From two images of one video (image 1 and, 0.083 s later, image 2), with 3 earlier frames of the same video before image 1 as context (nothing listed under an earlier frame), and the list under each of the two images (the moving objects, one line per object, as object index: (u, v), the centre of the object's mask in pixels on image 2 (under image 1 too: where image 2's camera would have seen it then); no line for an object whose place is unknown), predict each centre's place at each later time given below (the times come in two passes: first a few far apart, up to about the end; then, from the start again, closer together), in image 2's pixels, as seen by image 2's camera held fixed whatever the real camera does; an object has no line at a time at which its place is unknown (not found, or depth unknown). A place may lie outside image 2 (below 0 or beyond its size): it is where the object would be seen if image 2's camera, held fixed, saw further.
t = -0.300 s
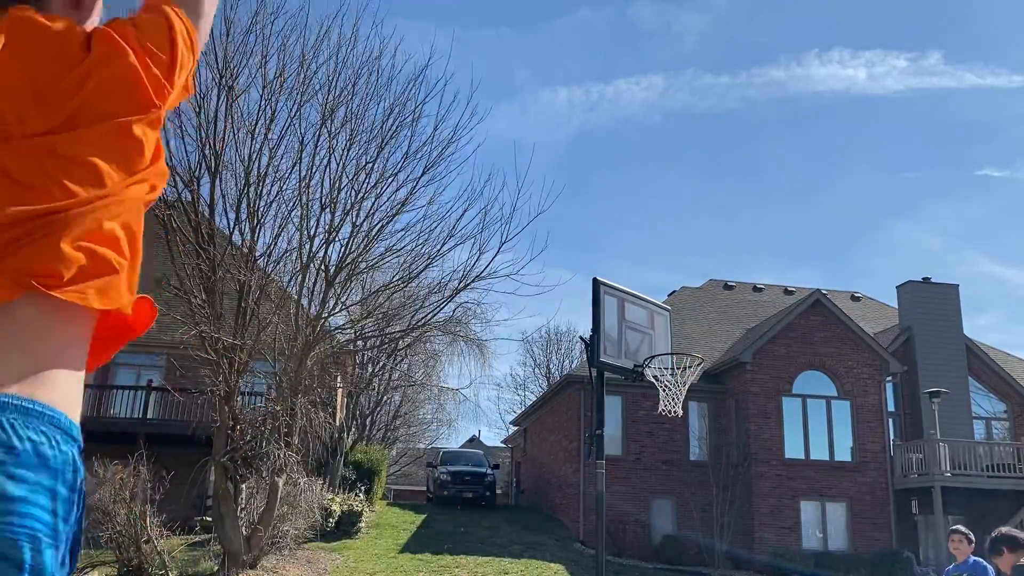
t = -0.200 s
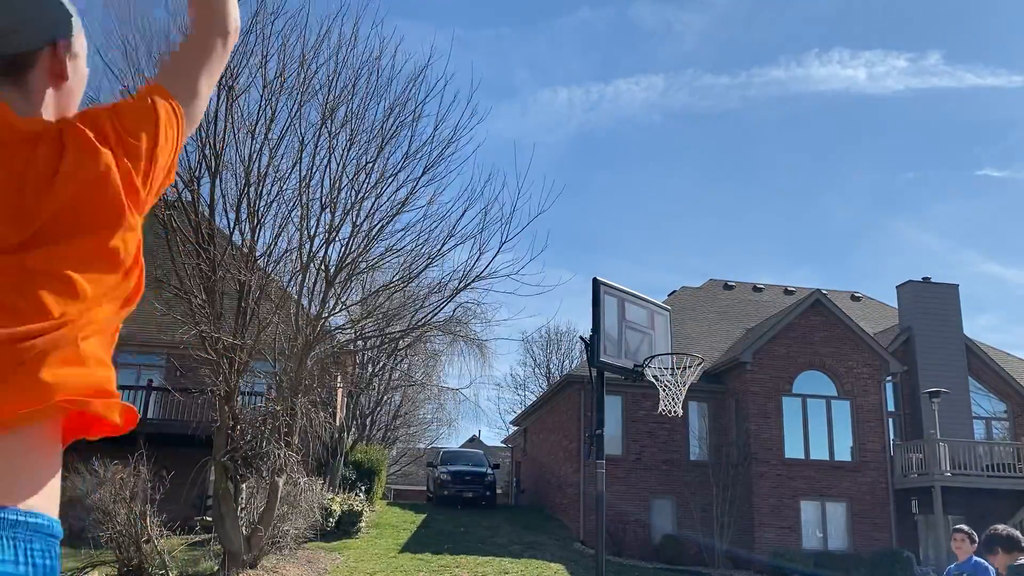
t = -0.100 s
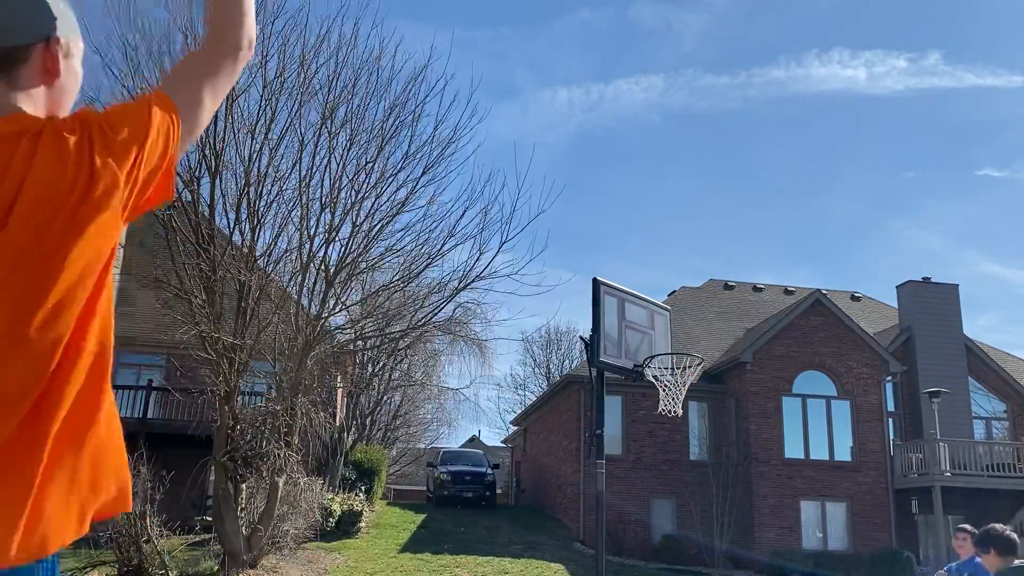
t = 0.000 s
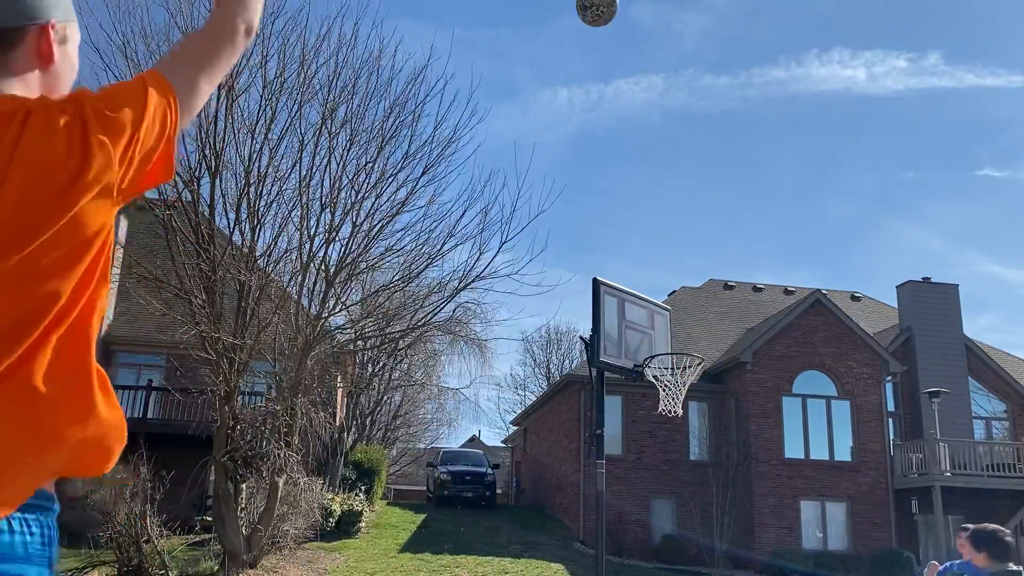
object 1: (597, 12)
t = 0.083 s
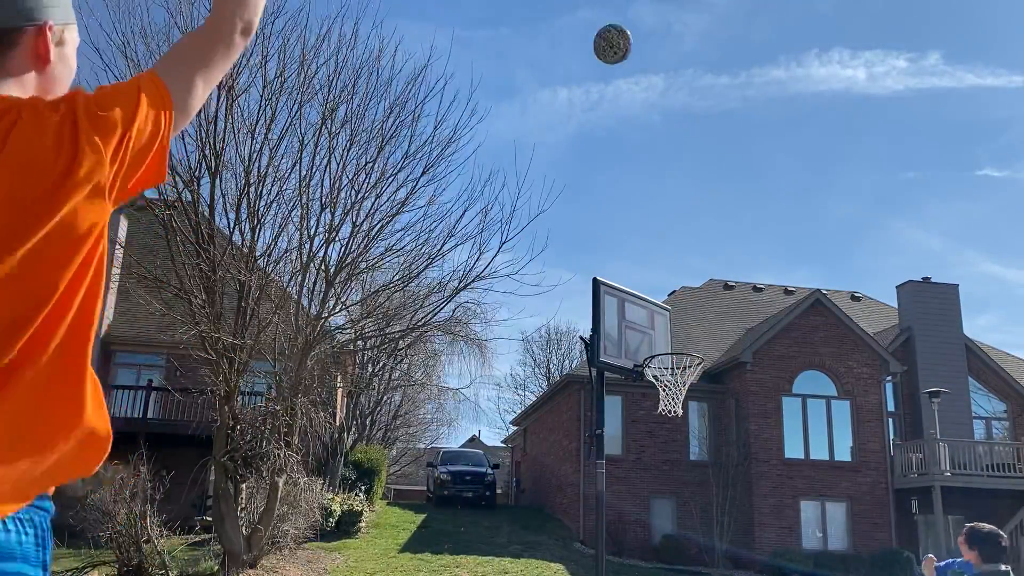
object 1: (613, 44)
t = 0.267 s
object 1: (640, 143)
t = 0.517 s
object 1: (668, 303)
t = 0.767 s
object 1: (668, 374)
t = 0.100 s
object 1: (616, 52)
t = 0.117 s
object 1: (618, 61)
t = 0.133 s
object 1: (621, 70)
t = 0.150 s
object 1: (624, 78)
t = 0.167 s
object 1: (626, 87)
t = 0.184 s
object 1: (629, 96)
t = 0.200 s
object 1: (631, 105)
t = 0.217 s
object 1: (633, 114)
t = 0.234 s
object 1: (636, 124)
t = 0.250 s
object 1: (638, 133)
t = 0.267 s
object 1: (640, 143)
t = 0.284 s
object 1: (642, 153)
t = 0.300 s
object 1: (644, 163)
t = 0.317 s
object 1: (646, 173)
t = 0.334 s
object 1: (648, 183)
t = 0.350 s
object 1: (650, 193)
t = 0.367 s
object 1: (652, 203)
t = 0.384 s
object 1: (654, 214)
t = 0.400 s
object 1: (656, 225)
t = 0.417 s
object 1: (657, 235)
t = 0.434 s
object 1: (659, 246)
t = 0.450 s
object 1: (661, 257)
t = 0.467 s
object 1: (662, 269)
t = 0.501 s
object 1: (666, 291)
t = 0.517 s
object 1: (668, 303)
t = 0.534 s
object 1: (669, 314)
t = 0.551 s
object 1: (671, 326)
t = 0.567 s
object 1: (672, 337)
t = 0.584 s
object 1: (674, 346)
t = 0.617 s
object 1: (676, 364)
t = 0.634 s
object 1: (674, 366)
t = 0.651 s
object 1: (672, 370)
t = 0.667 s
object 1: (670, 380)
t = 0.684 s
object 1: (667, 383)
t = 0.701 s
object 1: (669, 383)
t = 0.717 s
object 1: (667, 378)
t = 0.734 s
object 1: (668, 377)
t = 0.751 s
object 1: (669, 375)
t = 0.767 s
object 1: (668, 374)
